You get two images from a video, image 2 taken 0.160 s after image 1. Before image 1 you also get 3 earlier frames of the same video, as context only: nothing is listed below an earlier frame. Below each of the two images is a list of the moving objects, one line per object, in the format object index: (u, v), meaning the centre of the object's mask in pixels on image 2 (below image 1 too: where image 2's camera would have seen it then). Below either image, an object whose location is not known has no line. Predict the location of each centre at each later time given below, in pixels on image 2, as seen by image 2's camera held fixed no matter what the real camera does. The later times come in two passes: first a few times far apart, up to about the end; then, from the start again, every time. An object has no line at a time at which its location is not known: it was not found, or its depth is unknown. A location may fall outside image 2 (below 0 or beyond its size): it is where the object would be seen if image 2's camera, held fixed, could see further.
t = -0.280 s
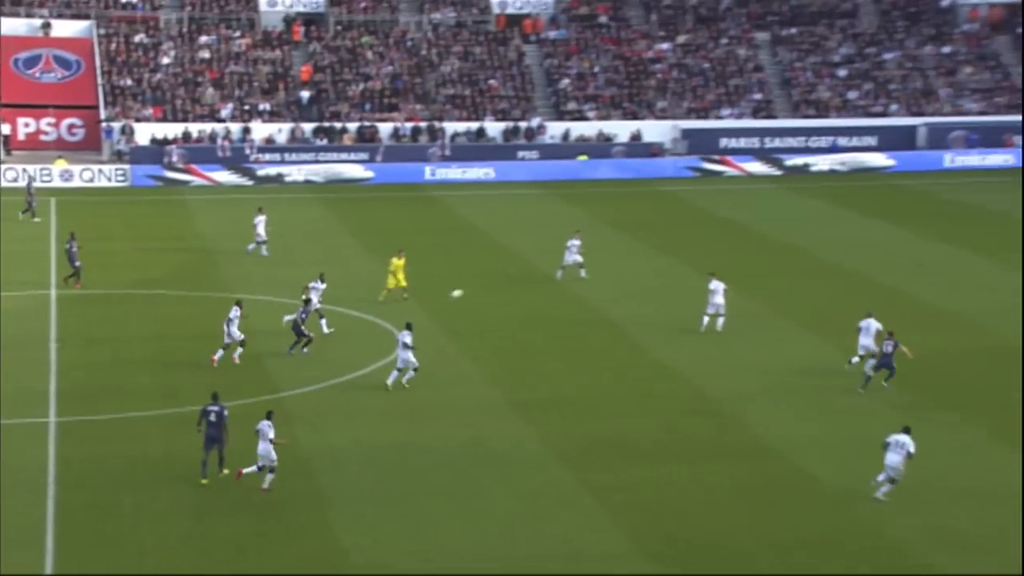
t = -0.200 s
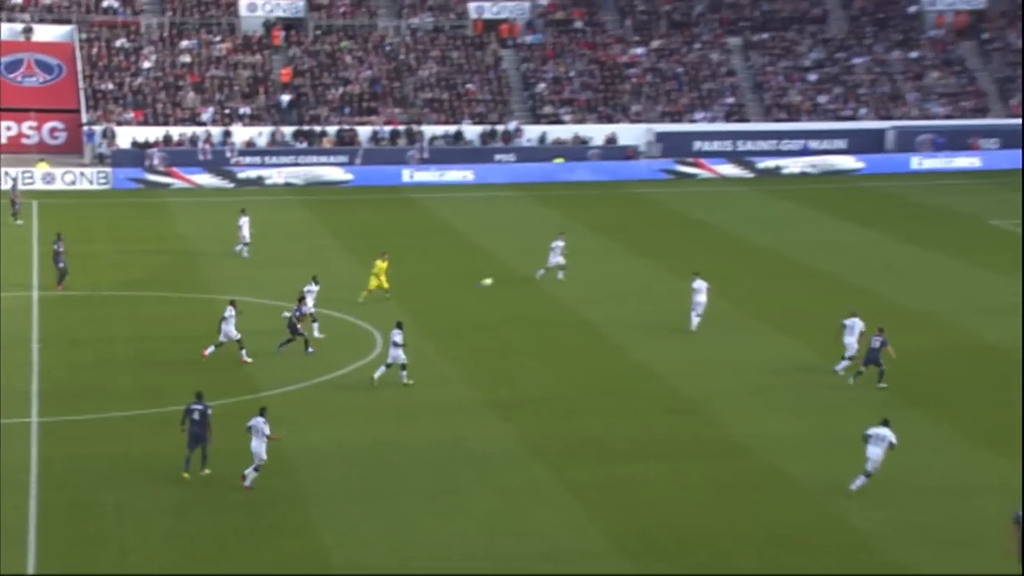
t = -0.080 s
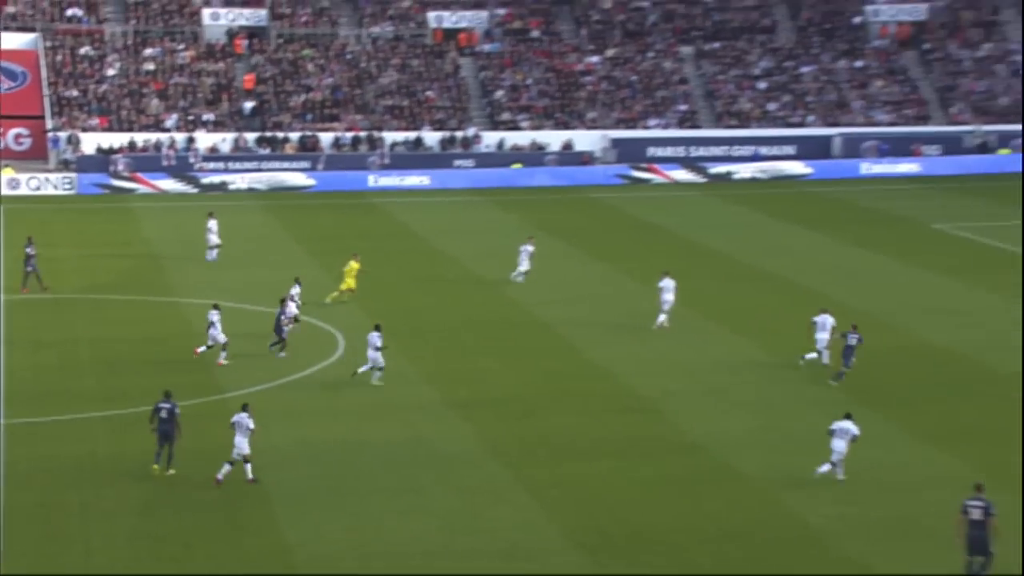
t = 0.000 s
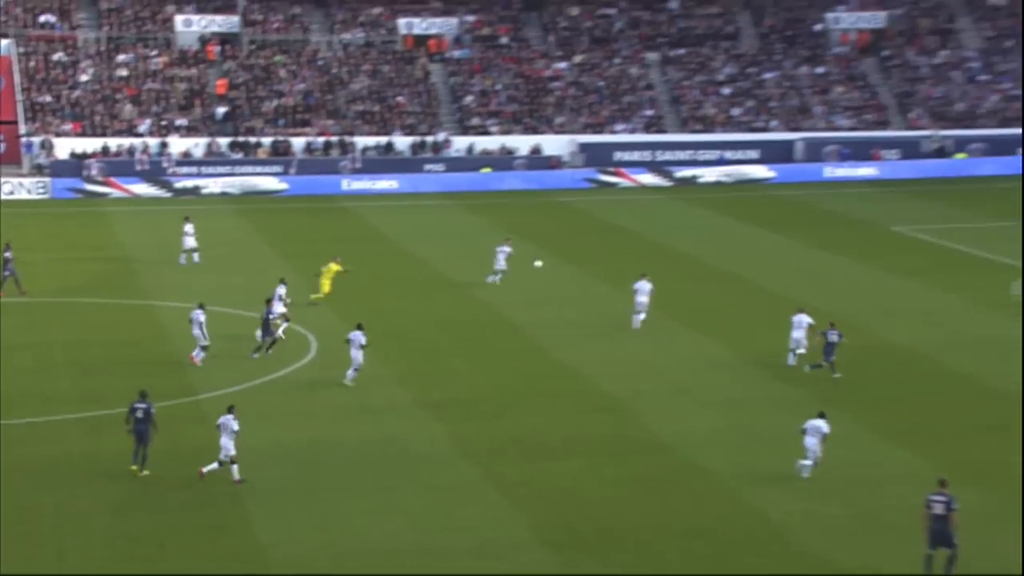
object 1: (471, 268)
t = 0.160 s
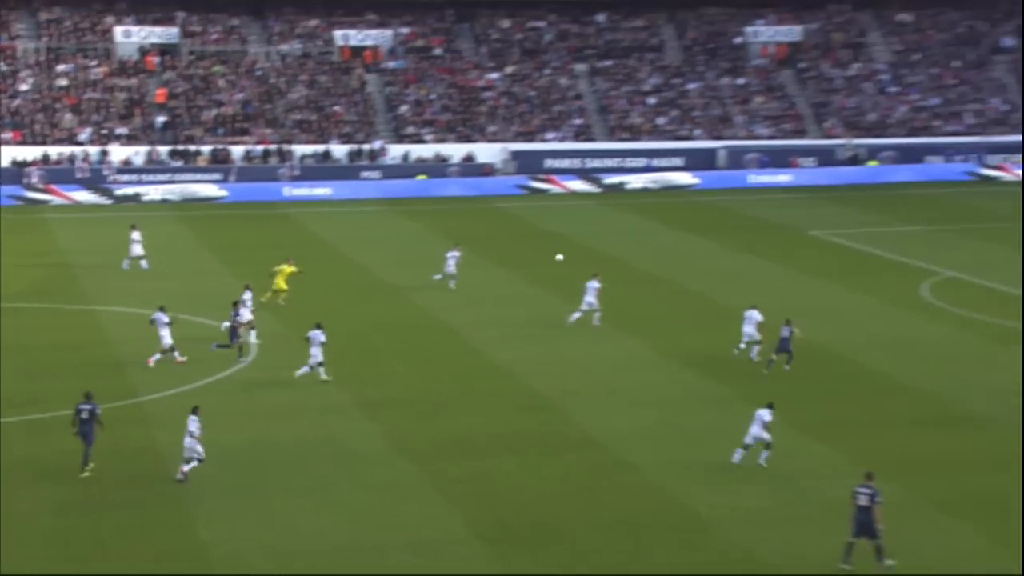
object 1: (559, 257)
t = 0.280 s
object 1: (621, 253)
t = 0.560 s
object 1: (767, 257)
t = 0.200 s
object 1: (580, 256)
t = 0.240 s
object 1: (601, 254)
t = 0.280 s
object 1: (621, 253)
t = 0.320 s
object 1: (642, 252)
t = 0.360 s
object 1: (663, 252)
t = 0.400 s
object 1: (684, 252)
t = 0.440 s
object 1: (705, 253)
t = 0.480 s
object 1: (726, 254)
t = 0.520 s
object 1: (746, 255)
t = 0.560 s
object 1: (767, 257)
